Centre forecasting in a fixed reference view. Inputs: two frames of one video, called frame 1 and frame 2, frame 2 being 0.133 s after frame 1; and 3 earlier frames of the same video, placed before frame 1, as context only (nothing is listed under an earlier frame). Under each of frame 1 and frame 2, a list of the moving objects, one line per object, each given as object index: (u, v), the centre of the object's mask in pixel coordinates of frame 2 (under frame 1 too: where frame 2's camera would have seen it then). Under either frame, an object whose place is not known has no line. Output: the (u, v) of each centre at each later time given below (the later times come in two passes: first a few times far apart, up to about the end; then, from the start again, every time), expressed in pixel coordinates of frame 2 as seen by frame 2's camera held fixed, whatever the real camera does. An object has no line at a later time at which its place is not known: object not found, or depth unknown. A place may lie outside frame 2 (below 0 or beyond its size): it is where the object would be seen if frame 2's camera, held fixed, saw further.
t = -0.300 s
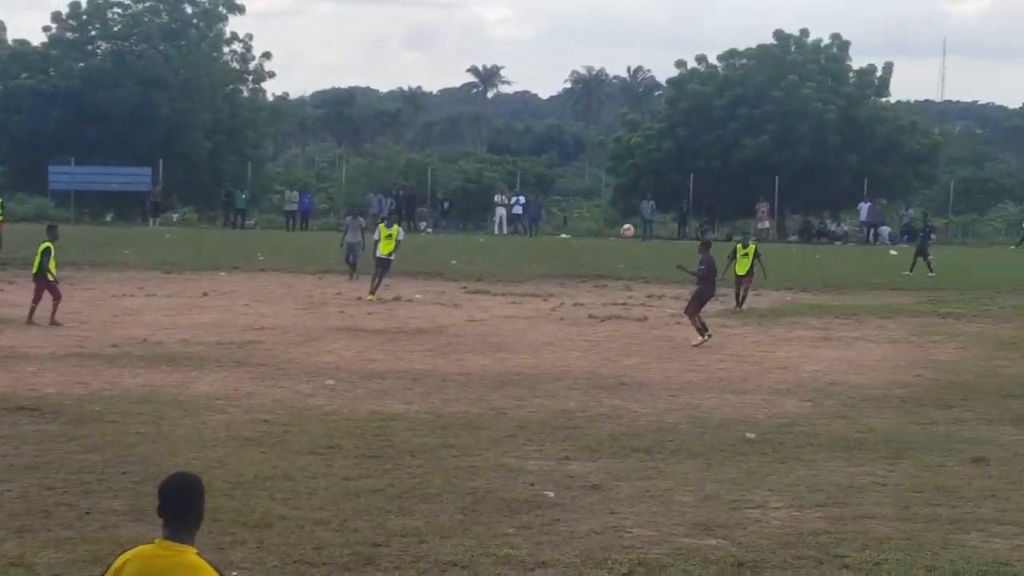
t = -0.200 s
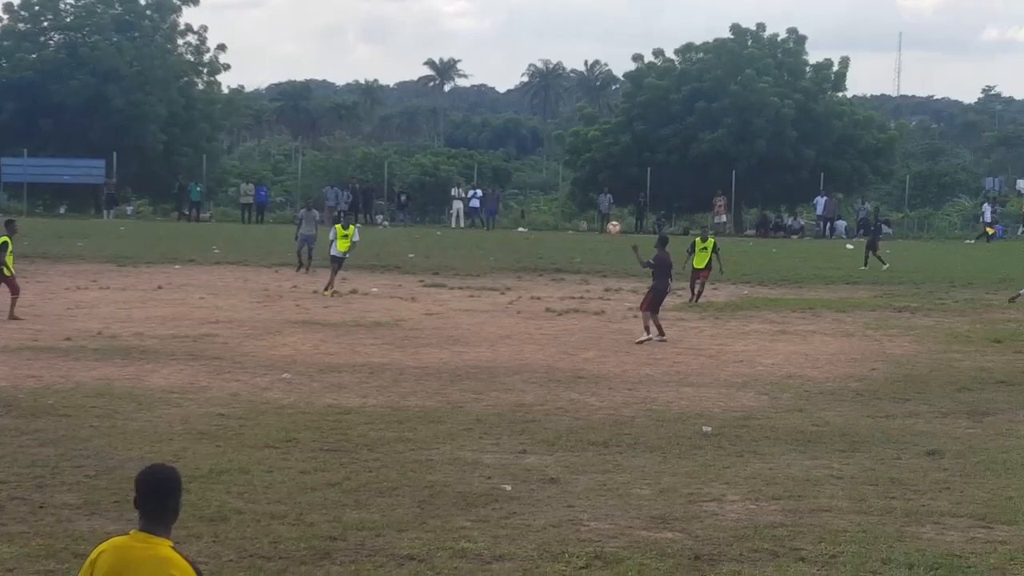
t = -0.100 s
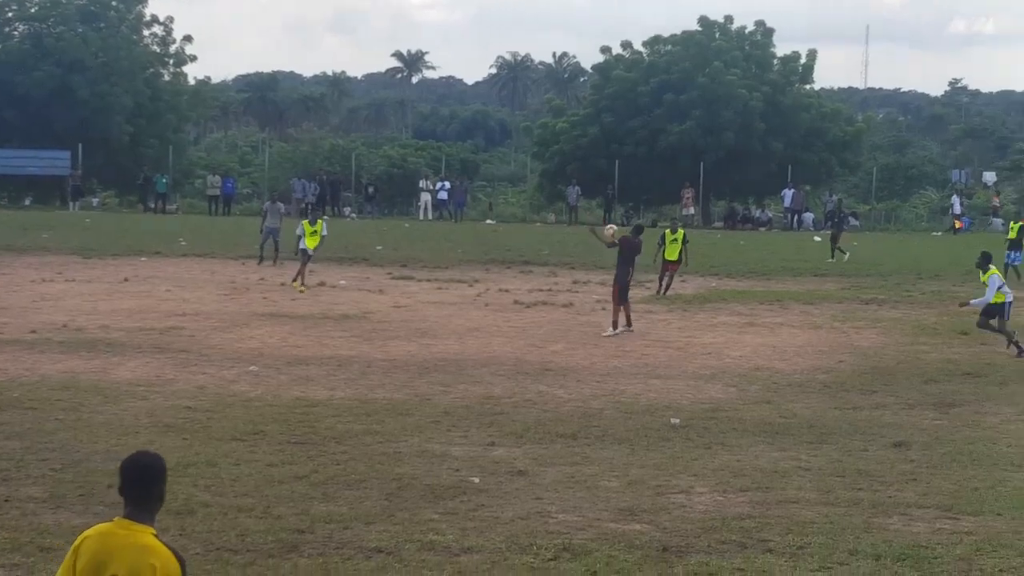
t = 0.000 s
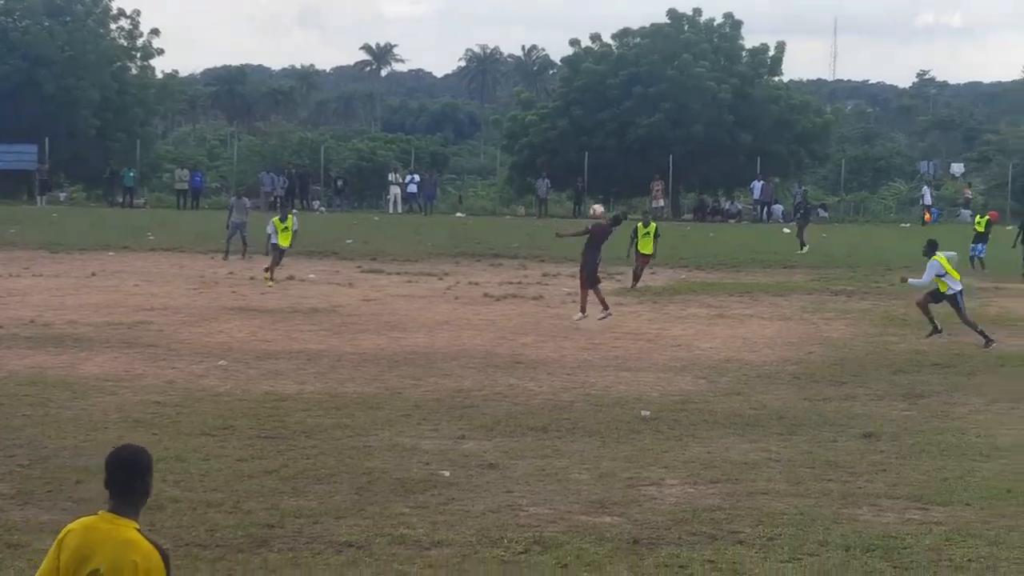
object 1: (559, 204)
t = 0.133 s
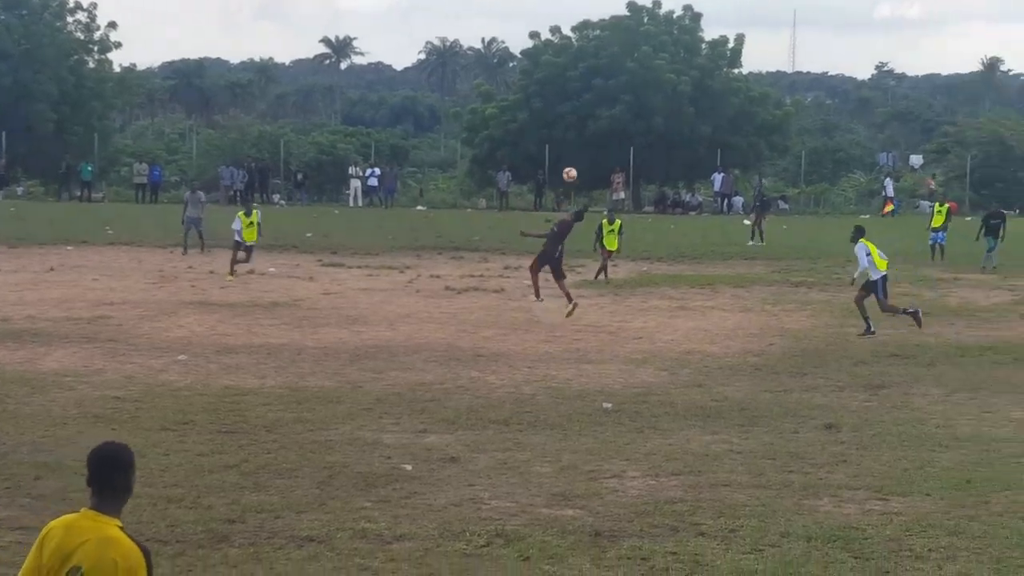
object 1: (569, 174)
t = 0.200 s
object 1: (574, 163)
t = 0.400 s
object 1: (588, 147)
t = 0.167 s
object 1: (572, 168)
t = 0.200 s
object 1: (574, 163)
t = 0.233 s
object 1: (576, 158)
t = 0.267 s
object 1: (579, 154)
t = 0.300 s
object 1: (581, 152)
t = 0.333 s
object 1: (583, 149)
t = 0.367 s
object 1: (586, 147)
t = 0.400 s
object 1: (588, 147)
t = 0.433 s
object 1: (591, 146)
